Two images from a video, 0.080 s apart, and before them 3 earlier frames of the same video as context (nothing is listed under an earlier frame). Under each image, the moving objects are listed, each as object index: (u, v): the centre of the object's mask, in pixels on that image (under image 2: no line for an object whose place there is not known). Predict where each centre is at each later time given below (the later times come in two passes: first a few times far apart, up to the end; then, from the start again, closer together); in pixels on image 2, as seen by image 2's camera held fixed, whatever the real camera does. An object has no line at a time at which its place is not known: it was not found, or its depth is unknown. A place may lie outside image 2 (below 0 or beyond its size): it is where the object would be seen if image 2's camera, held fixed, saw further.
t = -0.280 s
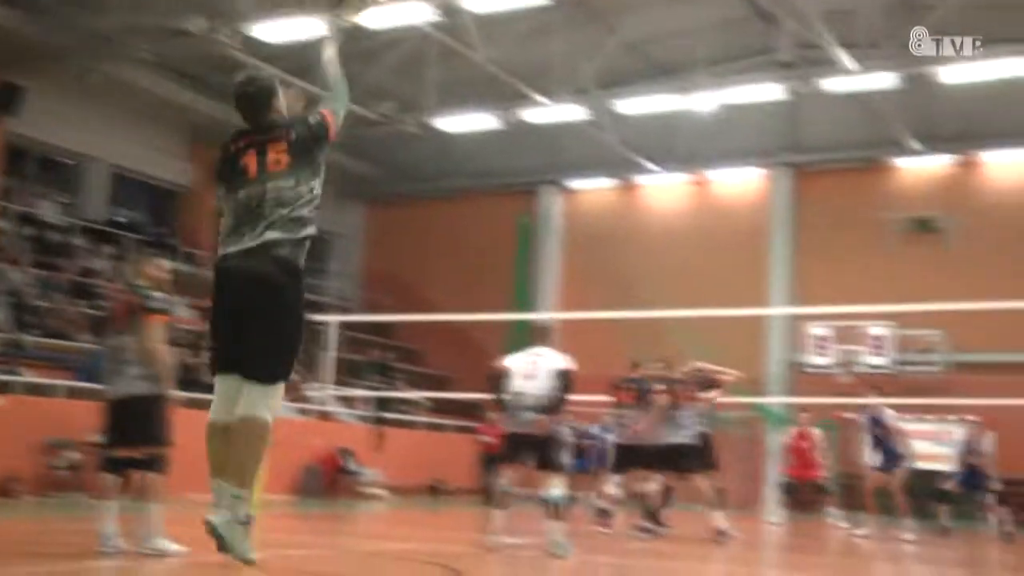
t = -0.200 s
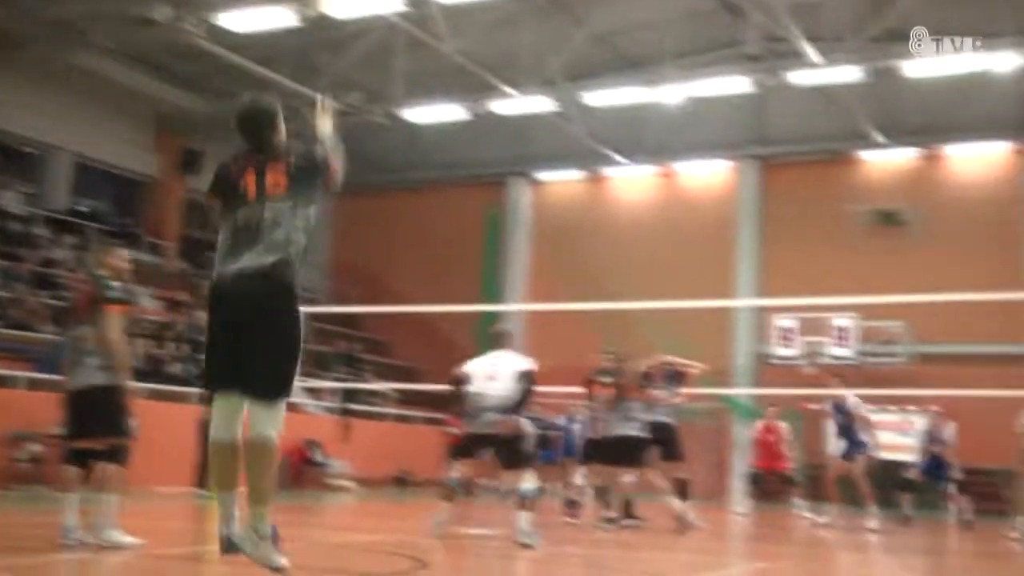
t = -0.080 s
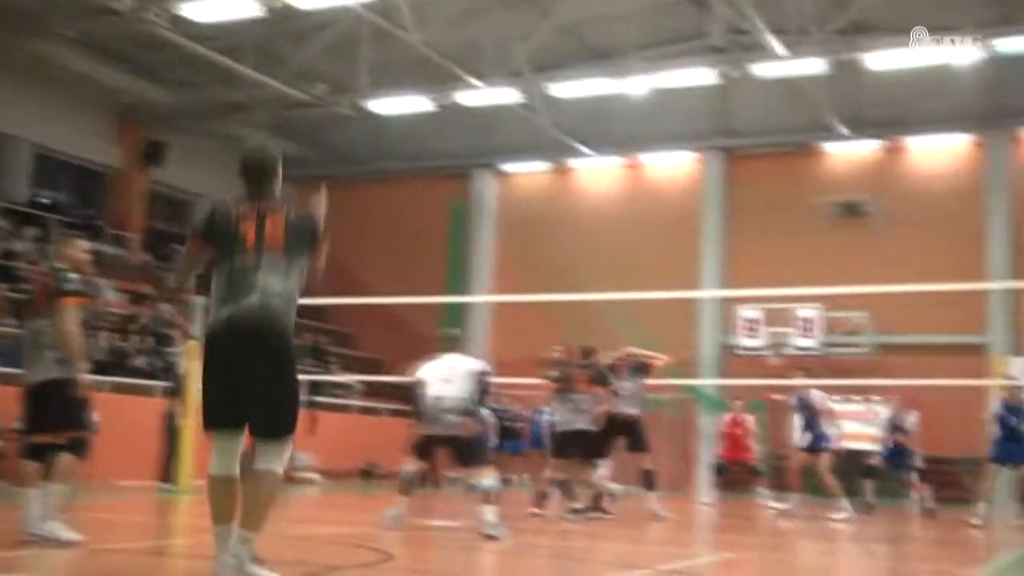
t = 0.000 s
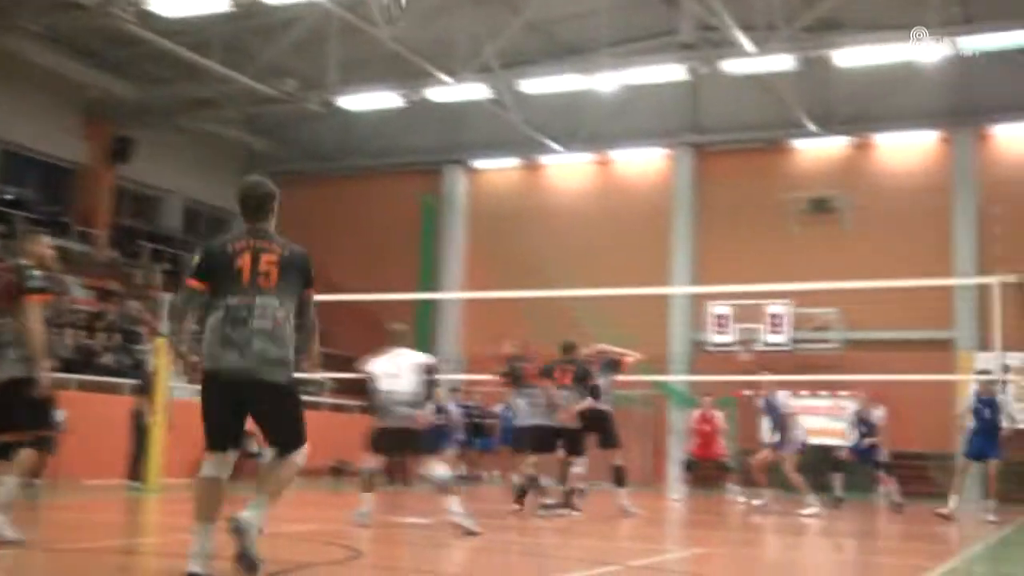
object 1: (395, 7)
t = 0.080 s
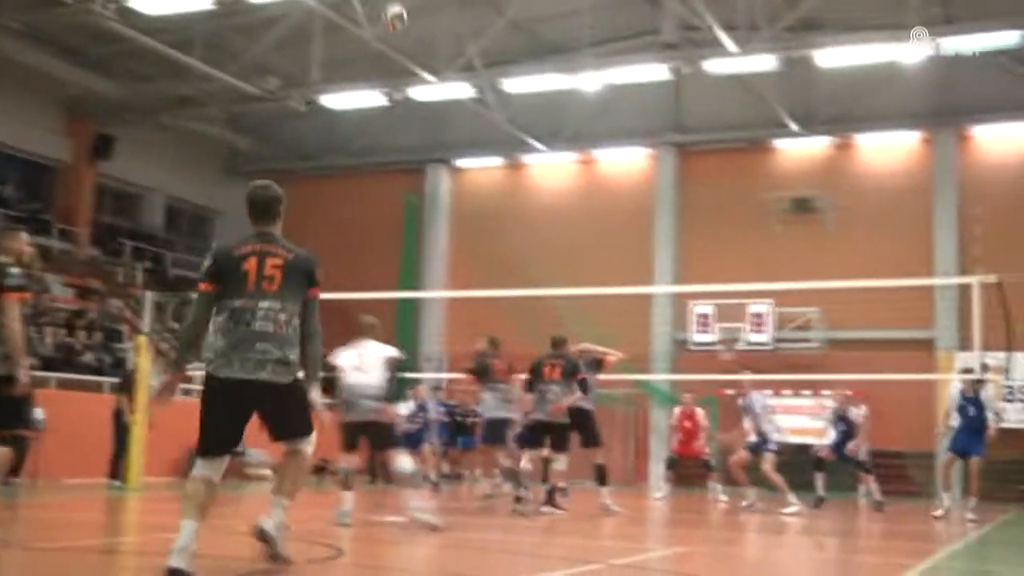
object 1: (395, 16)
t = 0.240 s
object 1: (430, 67)
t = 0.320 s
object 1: (440, 88)
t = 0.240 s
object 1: (430, 67)
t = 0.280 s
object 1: (436, 75)
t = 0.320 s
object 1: (440, 88)
